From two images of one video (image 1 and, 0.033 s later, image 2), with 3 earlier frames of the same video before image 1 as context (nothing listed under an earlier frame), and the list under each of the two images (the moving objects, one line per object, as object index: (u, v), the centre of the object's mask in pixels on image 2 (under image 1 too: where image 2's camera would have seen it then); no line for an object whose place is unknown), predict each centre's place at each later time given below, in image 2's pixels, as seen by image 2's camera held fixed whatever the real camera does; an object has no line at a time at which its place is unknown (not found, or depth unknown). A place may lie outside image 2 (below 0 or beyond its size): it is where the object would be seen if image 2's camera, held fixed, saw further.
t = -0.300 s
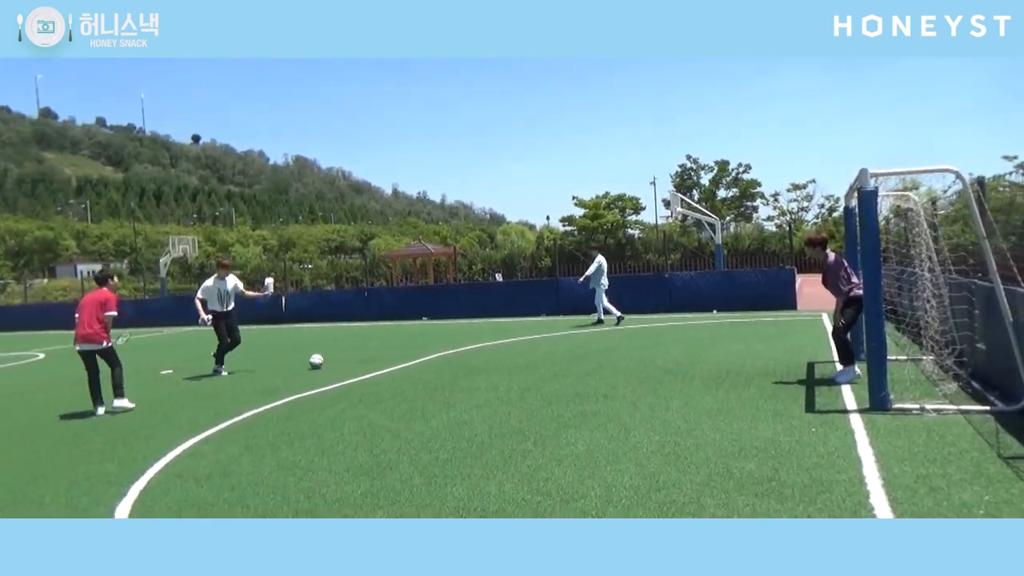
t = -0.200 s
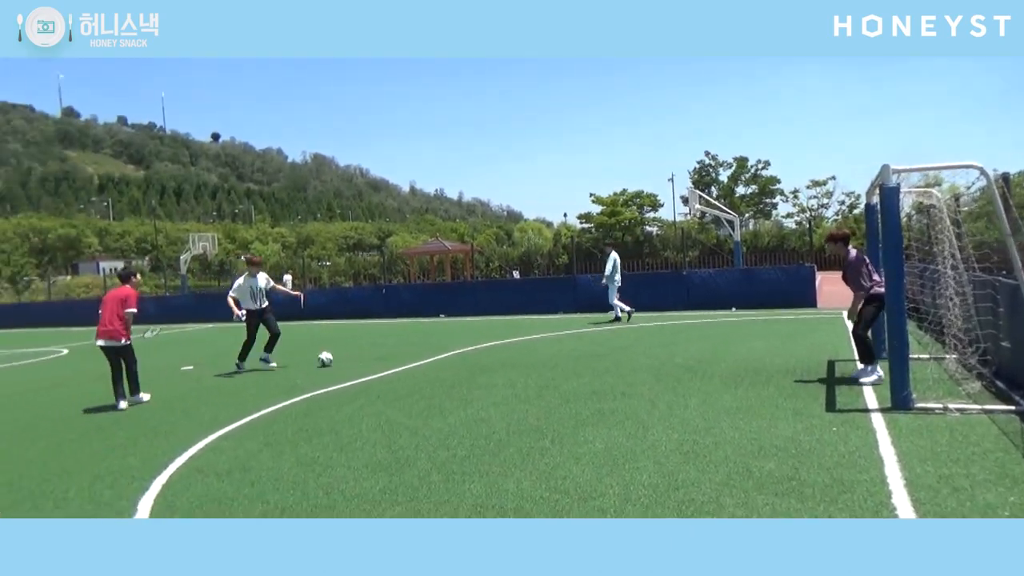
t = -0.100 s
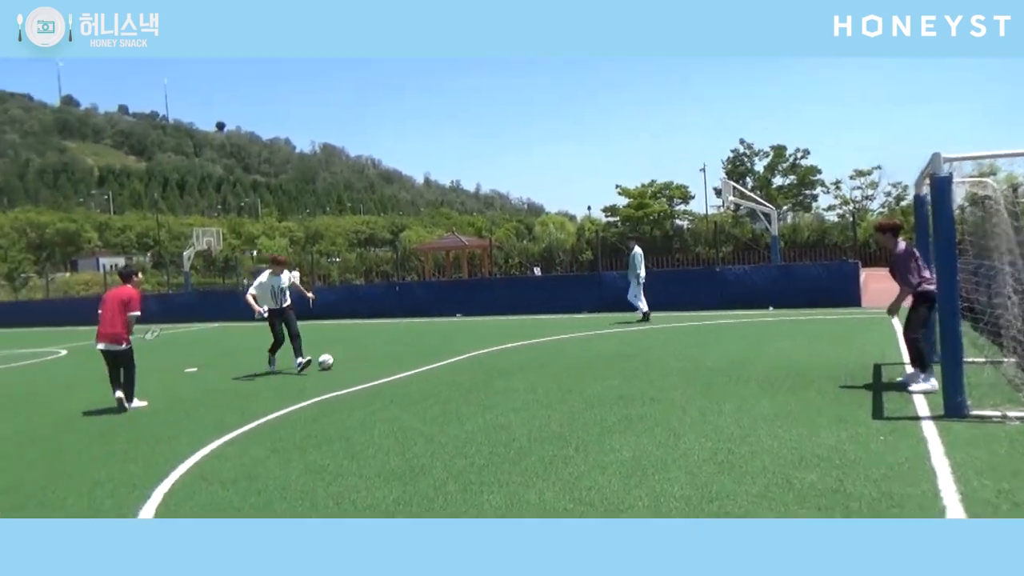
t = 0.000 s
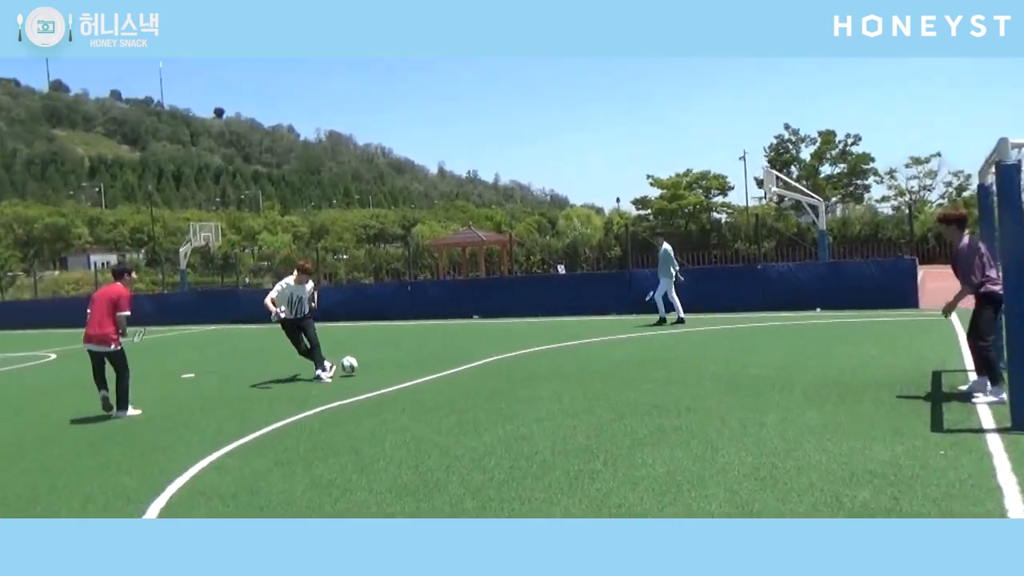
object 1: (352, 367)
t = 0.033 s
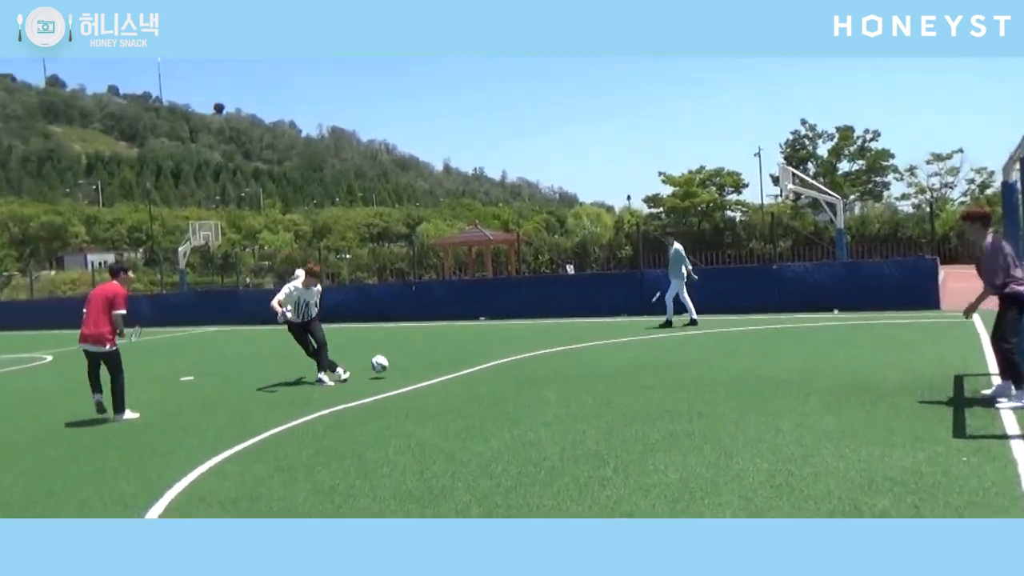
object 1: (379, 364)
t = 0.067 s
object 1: (407, 361)
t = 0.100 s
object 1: (435, 359)
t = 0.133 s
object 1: (464, 358)
